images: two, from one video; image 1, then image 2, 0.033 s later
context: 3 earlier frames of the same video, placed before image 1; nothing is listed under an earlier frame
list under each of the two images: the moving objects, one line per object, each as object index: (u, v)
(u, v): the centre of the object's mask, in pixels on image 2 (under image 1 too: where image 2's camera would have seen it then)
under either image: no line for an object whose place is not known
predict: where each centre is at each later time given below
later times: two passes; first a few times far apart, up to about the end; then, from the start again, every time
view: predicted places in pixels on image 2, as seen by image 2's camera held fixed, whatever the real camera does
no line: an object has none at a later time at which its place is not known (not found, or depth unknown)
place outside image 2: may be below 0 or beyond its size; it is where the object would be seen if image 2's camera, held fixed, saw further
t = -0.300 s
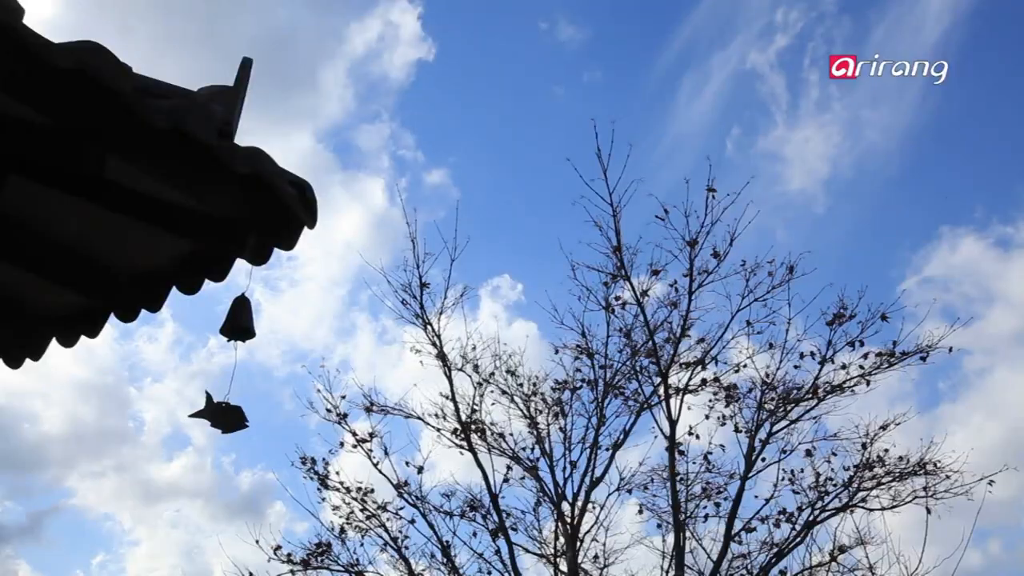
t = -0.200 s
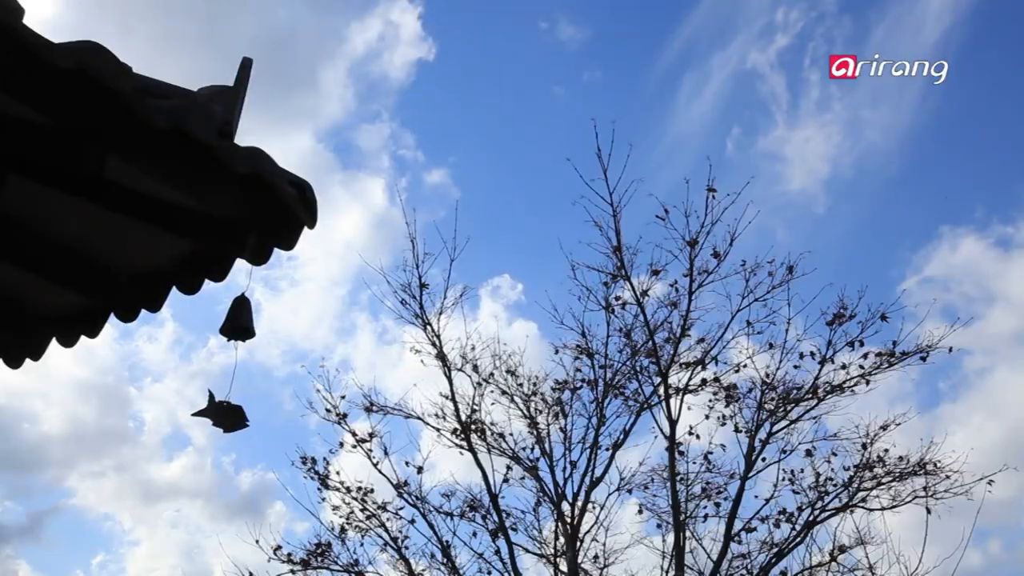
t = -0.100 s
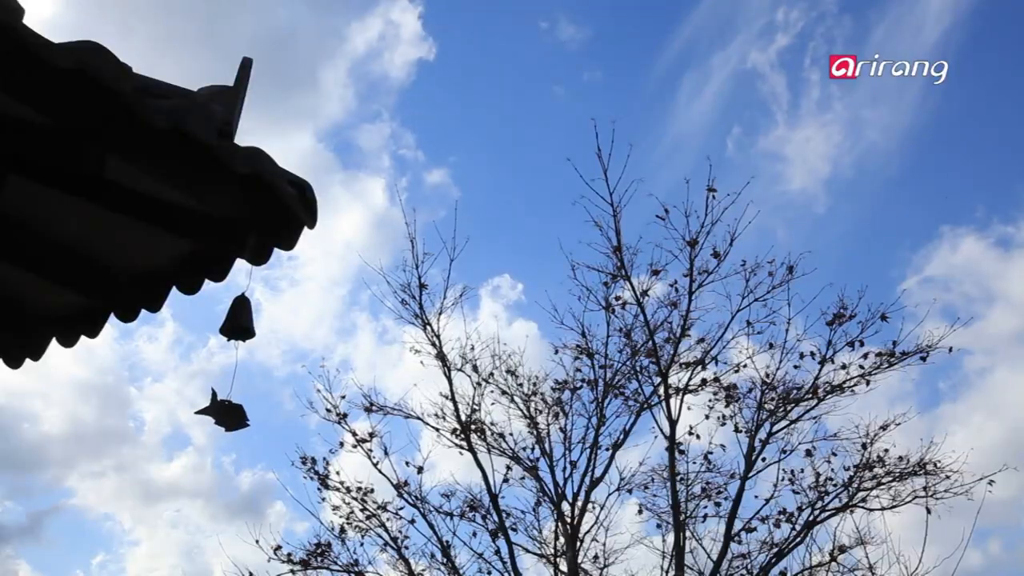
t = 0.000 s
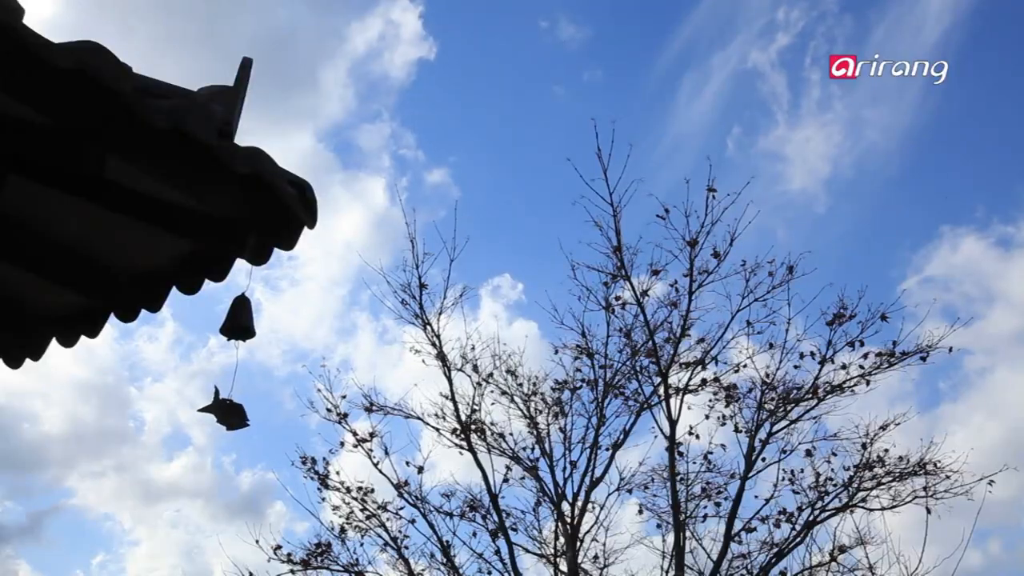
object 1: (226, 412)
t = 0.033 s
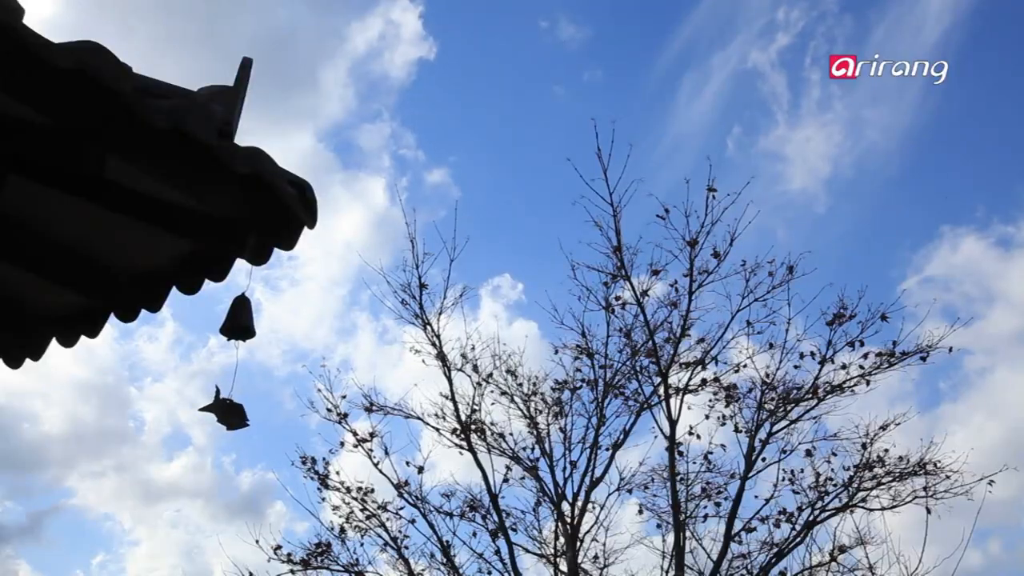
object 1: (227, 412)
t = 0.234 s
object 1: (227, 412)
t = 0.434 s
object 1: (225, 414)
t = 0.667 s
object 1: (226, 415)
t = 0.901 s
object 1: (227, 414)
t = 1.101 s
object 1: (227, 412)
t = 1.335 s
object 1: (224, 412)
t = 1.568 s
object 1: (223, 414)
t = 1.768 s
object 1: (224, 415)
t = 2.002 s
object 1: (225, 414)
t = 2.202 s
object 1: (227, 412)
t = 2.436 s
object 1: (231, 408)
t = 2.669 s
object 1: (230, 409)
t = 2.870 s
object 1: (230, 410)
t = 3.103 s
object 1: (242, 409)
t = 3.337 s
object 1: (253, 410)
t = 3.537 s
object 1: (252, 410)
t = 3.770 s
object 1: (237, 407)
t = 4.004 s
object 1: (225, 404)
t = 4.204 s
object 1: (232, 409)
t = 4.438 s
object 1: (250, 415)
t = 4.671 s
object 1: (255, 414)
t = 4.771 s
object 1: (251, 410)
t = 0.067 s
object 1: (227, 412)
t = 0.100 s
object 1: (227, 412)
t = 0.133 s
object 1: (227, 412)
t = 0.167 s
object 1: (227, 412)
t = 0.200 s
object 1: (227, 412)
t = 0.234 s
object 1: (227, 412)
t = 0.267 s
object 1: (227, 412)
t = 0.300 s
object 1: (226, 412)
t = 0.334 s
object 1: (226, 413)
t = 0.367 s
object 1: (226, 413)
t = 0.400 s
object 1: (226, 413)
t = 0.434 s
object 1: (225, 414)
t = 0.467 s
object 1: (225, 414)
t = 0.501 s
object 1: (225, 414)
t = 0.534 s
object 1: (225, 415)
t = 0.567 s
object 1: (225, 415)
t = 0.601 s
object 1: (225, 415)
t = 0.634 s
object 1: (225, 415)
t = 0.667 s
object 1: (226, 415)
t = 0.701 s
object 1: (226, 415)
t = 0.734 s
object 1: (226, 415)
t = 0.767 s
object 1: (227, 415)
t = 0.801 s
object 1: (227, 415)
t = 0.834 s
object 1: (227, 415)
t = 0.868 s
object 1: (227, 414)
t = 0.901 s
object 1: (227, 414)
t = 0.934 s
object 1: (227, 414)
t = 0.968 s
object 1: (227, 413)
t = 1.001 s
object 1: (227, 413)
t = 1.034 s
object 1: (227, 412)
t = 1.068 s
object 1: (227, 412)
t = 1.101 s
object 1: (227, 412)
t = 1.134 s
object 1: (226, 411)
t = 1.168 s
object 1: (226, 411)
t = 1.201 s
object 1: (225, 411)
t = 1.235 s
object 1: (225, 411)
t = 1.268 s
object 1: (224, 411)
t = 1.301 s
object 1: (224, 411)
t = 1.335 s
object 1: (224, 412)
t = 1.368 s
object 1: (224, 412)
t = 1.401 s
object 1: (223, 412)
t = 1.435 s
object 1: (223, 413)
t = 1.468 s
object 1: (223, 413)
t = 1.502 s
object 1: (223, 414)
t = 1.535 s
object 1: (223, 414)
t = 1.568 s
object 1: (223, 414)
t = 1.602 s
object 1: (223, 415)
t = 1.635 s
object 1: (223, 415)
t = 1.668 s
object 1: (223, 415)
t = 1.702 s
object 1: (223, 415)
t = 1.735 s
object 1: (224, 415)
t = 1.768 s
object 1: (224, 415)
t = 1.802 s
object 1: (224, 415)
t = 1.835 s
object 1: (224, 415)
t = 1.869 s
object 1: (224, 415)
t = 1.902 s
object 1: (225, 415)
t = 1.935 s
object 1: (225, 415)
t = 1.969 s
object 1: (225, 414)
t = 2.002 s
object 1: (225, 414)
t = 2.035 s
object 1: (225, 414)
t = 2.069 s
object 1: (226, 413)
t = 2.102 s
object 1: (226, 413)
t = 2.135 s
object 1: (226, 412)
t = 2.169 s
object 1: (227, 412)
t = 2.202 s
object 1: (227, 412)
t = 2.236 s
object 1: (227, 411)
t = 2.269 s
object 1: (228, 411)
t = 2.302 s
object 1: (229, 410)
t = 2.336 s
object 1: (230, 410)
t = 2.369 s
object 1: (230, 409)
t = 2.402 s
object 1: (231, 409)
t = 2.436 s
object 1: (231, 408)
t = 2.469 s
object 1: (231, 408)
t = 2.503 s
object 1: (231, 408)
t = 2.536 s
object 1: (231, 408)
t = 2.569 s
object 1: (231, 408)
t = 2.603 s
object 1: (231, 409)
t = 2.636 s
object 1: (231, 409)
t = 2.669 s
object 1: (230, 409)
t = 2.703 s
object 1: (230, 409)
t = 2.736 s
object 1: (229, 409)
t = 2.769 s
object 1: (229, 409)
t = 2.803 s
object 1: (229, 409)
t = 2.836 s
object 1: (229, 409)
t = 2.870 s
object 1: (230, 410)
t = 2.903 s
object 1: (231, 410)
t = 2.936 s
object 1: (232, 410)
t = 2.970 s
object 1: (233, 410)
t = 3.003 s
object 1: (235, 410)
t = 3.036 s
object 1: (237, 410)
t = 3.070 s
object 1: (240, 410)
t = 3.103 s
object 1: (242, 409)
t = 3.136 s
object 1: (245, 410)
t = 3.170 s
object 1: (246, 410)
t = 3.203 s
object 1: (248, 410)
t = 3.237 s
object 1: (249, 410)
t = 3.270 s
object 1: (251, 410)
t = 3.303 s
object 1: (252, 410)
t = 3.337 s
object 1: (253, 410)
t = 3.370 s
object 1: (253, 410)
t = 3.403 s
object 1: (254, 410)
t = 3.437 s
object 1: (254, 410)
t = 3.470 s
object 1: (254, 410)
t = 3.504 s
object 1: (253, 410)
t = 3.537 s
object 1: (252, 410)
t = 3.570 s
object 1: (250, 409)
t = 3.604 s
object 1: (248, 409)
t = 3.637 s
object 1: (246, 409)
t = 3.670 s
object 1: (244, 409)
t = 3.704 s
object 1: (242, 408)
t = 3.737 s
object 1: (239, 407)
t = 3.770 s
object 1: (237, 407)
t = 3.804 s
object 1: (234, 406)
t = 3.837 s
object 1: (232, 406)
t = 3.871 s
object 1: (230, 405)
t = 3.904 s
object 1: (228, 405)
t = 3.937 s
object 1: (227, 404)
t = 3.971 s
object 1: (225, 404)
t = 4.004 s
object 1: (225, 404)
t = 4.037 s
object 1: (225, 404)
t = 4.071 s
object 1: (225, 404)
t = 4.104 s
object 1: (226, 405)
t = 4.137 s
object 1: (228, 406)
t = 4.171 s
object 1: (230, 408)
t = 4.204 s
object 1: (232, 409)
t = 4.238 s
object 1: (235, 411)
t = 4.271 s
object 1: (237, 412)
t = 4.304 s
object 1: (240, 412)
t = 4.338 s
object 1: (243, 412)
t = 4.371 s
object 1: (246, 413)
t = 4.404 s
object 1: (248, 414)
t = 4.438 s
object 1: (250, 415)
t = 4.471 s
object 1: (252, 415)
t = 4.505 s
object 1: (254, 416)
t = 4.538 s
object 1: (255, 416)
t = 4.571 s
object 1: (255, 416)
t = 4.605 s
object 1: (256, 415)
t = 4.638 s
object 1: (256, 414)
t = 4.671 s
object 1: (255, 414)
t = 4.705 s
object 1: (254, 413)
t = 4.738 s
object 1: (253, 412)
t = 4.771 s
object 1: (251, 410)
